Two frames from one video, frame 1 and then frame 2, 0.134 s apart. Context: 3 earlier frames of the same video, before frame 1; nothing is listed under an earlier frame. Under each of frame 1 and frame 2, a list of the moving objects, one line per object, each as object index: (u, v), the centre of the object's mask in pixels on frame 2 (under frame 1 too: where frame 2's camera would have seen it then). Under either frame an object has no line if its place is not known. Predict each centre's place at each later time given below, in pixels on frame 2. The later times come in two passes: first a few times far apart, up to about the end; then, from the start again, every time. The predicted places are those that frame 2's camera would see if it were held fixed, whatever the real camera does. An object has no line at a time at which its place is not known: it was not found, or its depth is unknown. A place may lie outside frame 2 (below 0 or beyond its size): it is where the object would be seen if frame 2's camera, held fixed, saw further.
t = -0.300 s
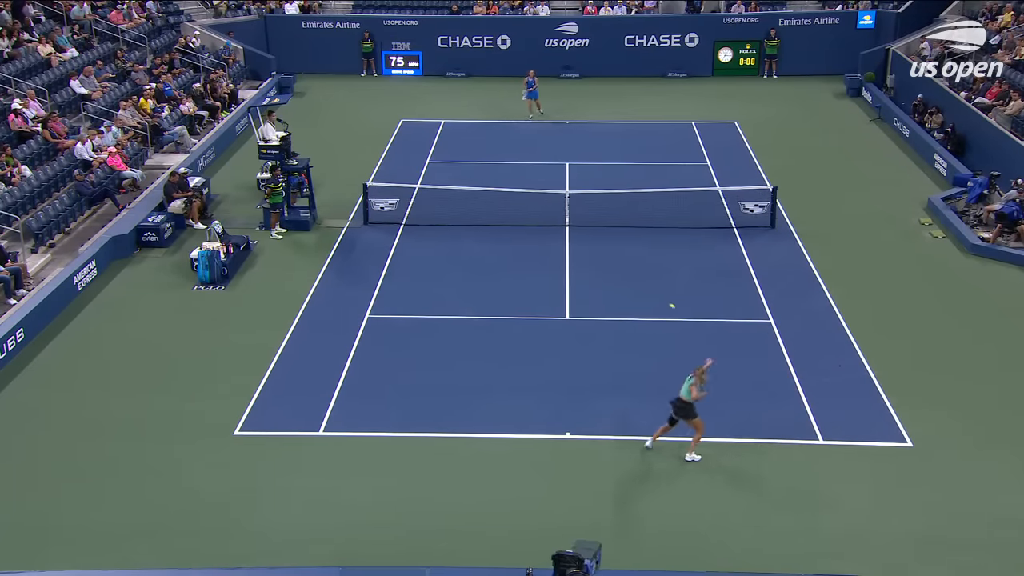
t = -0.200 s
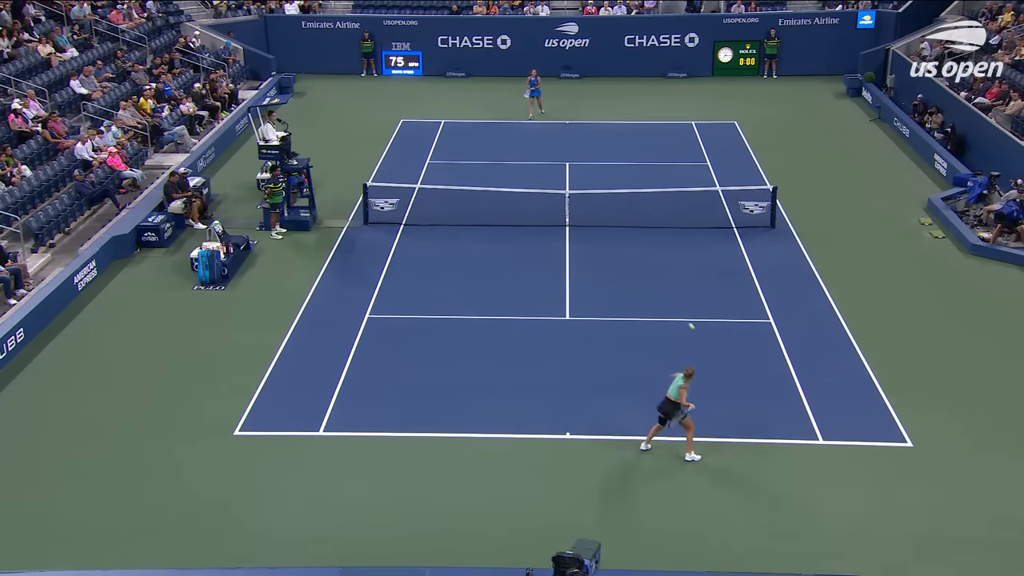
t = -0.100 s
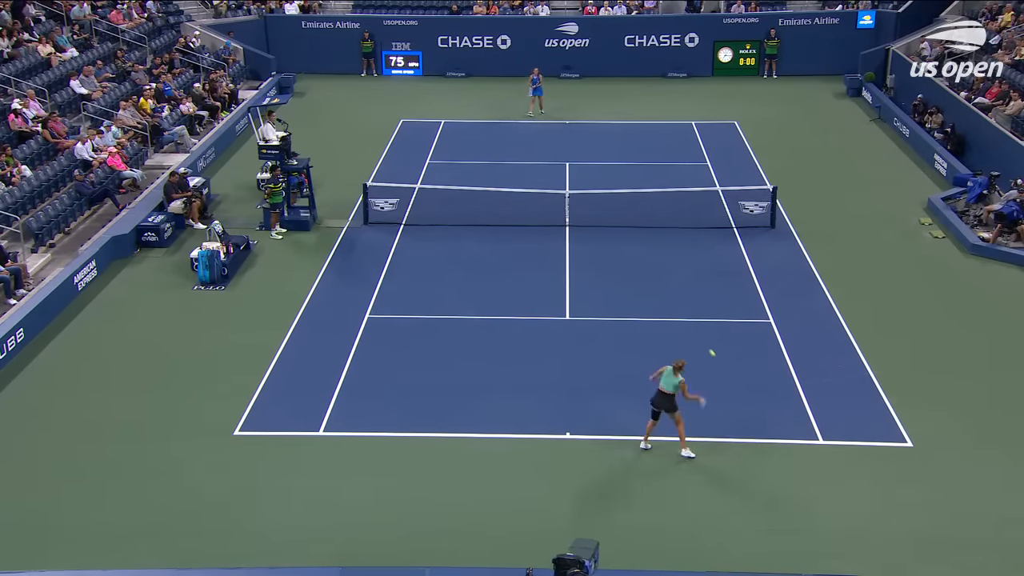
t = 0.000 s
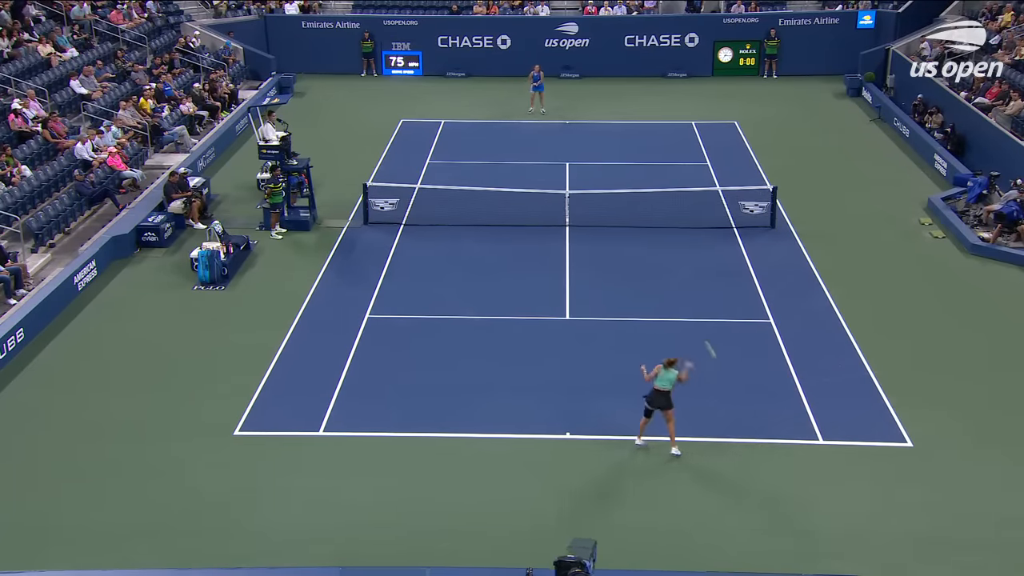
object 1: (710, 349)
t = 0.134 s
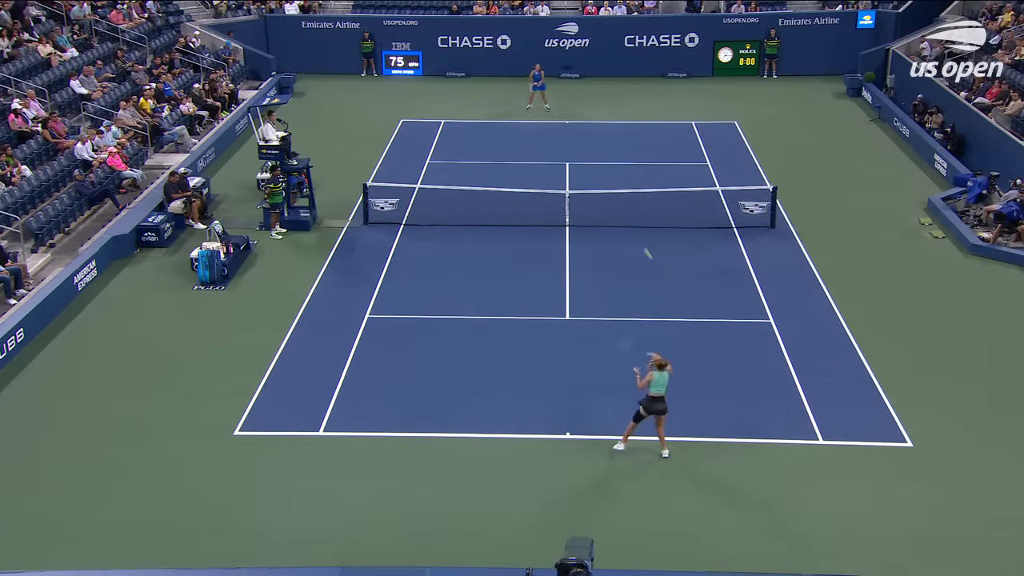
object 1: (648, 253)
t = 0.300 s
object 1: (595, 184)
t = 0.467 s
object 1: (559, 148)
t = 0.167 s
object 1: (636, 236)
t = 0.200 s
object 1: (624, 220)
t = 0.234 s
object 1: (614, 207)
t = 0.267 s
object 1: (604, 195)
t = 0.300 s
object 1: (595, 184)
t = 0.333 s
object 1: (587, 175)
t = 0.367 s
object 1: (579, 167)
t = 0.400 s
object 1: (572, 160)
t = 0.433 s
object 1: (565, 153)
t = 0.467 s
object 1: (559, 148)
